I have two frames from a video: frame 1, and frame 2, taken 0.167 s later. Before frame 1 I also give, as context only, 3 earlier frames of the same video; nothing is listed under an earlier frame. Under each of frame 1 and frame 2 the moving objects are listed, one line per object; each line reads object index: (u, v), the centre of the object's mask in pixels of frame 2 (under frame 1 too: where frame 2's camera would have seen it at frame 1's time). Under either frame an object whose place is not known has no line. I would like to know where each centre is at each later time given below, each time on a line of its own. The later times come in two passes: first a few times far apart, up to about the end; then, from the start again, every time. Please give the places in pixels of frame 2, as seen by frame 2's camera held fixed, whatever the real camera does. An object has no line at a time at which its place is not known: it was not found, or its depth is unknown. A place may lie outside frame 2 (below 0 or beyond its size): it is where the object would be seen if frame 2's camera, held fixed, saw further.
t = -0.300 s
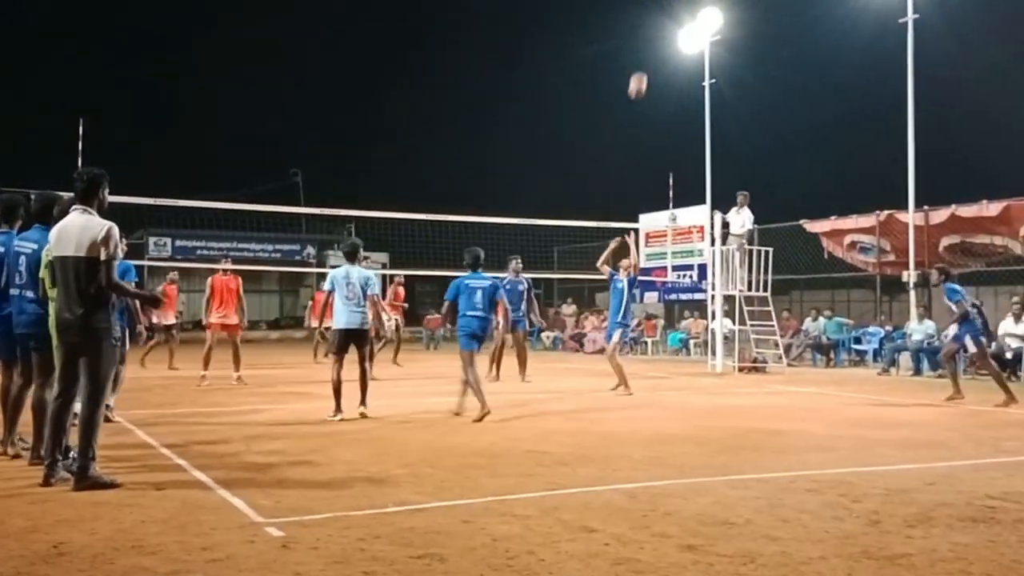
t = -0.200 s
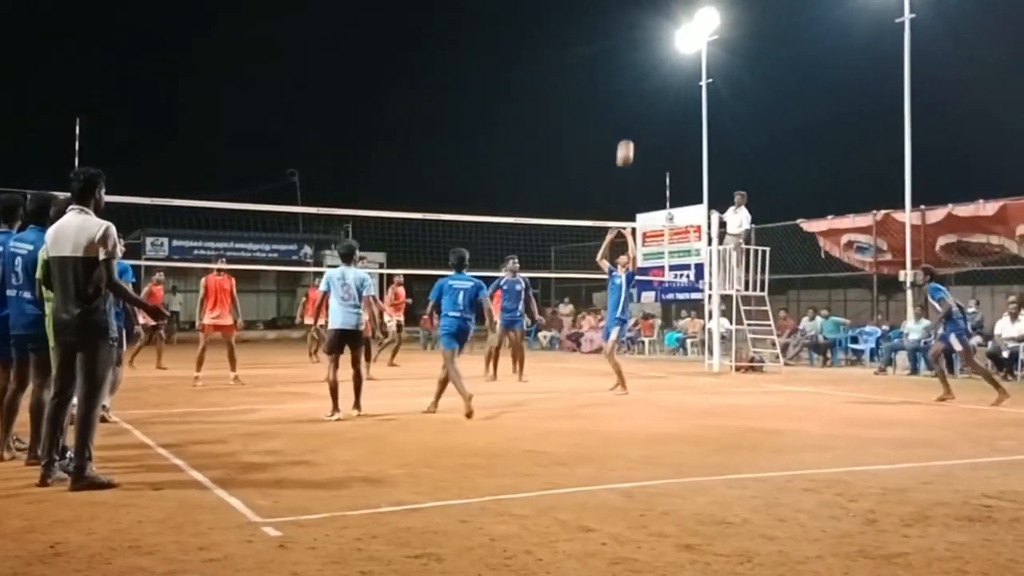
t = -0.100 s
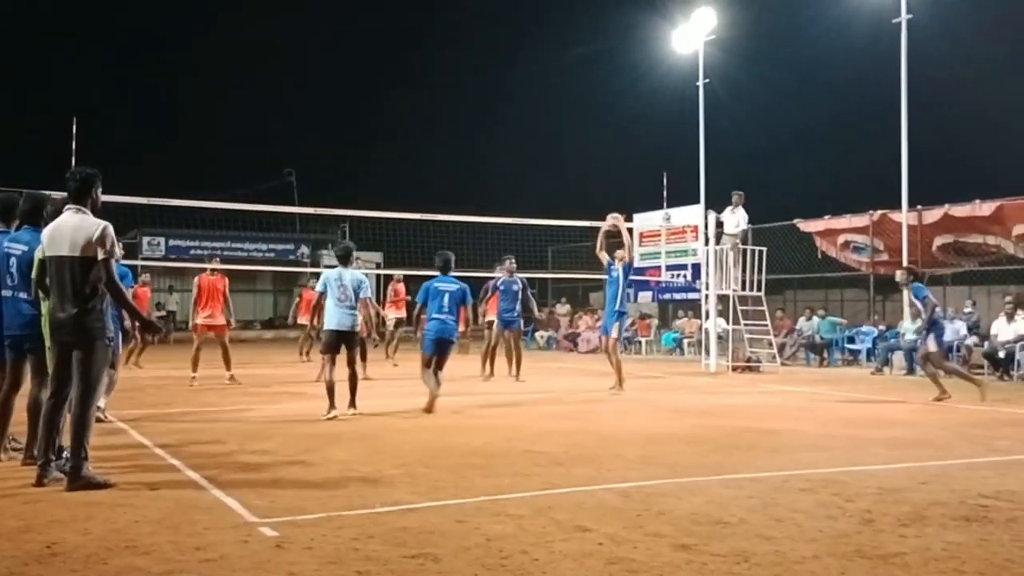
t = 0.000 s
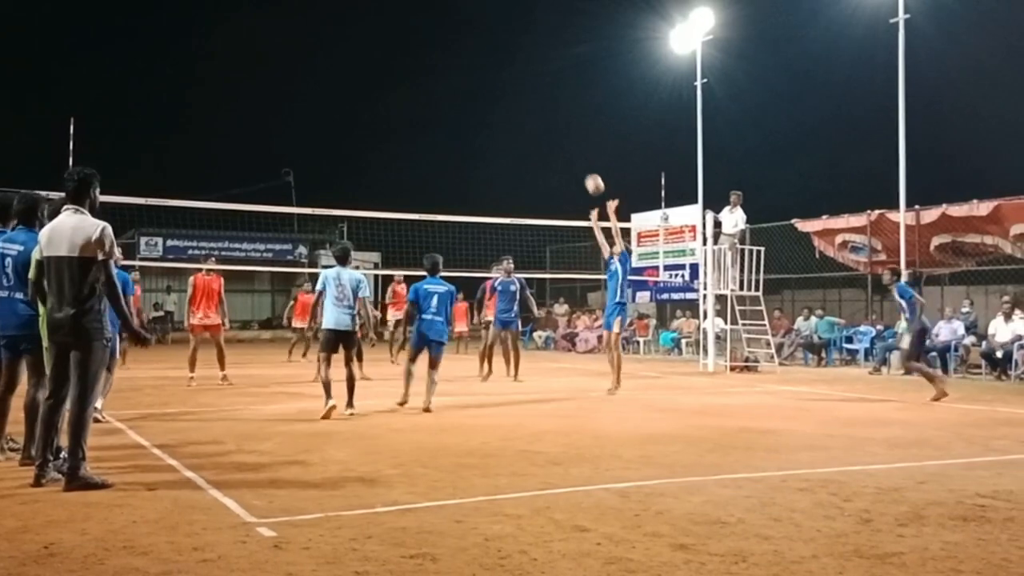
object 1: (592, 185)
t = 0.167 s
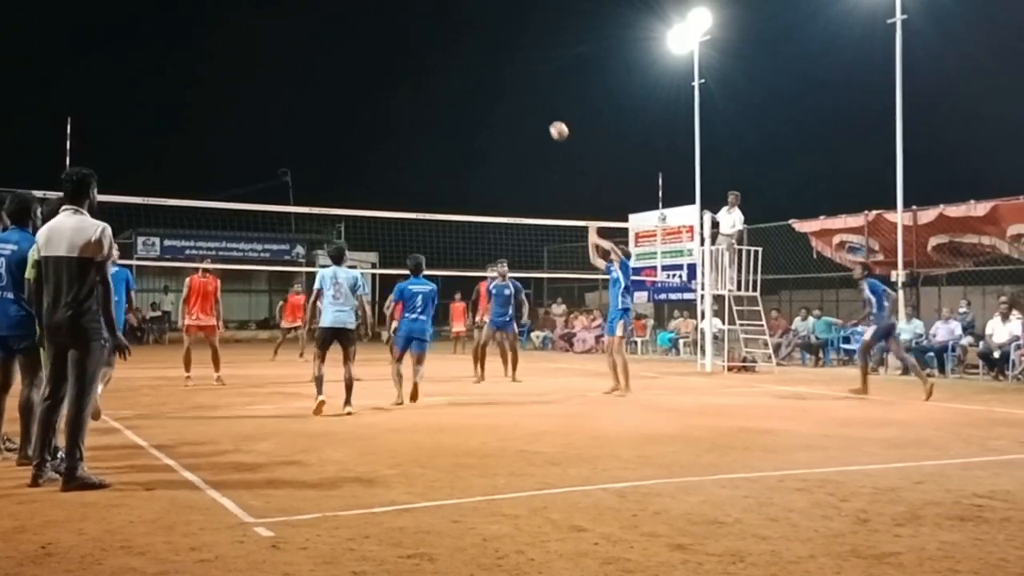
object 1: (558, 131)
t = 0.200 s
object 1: (552, 123)
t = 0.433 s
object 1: (509, 92)
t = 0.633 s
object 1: (474, 100)
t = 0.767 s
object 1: (452, 122)
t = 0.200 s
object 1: (552, 123)
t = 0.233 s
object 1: (546, 116)
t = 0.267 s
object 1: (539, 110)
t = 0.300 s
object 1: (533, 105)
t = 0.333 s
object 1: (527, 100)
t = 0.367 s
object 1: (520, 96)
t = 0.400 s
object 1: (515, 94)
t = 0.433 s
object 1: (509, 92)
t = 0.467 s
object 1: (503, 92)
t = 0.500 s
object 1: (497, 92)
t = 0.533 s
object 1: (492, 93)
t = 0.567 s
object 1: (486, 94)
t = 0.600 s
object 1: (480, 97)
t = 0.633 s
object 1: (474, 100)
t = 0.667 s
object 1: (469, 104)
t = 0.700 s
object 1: (463, 109)
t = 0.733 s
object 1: (458, 115)
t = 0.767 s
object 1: (452, 122)
